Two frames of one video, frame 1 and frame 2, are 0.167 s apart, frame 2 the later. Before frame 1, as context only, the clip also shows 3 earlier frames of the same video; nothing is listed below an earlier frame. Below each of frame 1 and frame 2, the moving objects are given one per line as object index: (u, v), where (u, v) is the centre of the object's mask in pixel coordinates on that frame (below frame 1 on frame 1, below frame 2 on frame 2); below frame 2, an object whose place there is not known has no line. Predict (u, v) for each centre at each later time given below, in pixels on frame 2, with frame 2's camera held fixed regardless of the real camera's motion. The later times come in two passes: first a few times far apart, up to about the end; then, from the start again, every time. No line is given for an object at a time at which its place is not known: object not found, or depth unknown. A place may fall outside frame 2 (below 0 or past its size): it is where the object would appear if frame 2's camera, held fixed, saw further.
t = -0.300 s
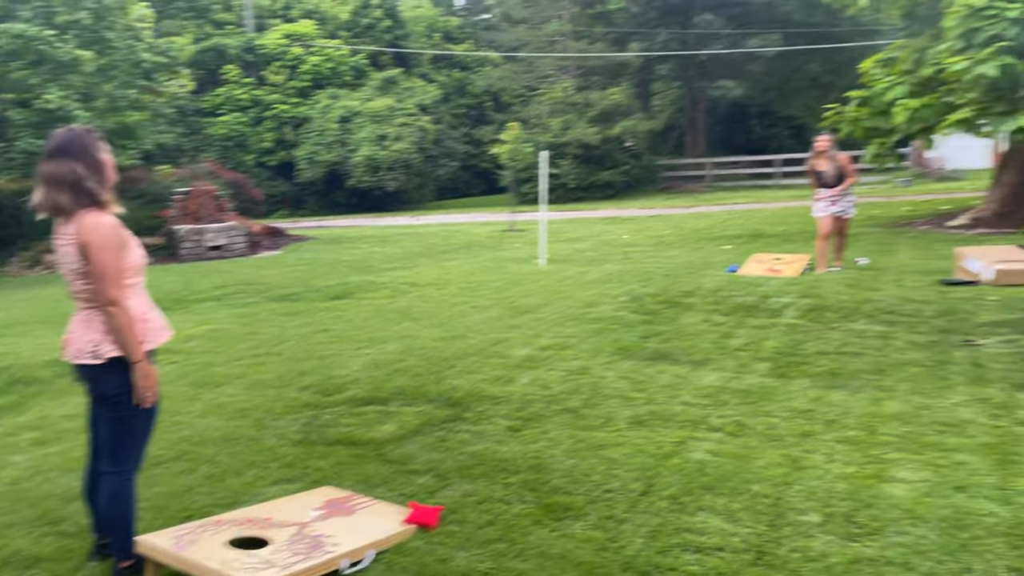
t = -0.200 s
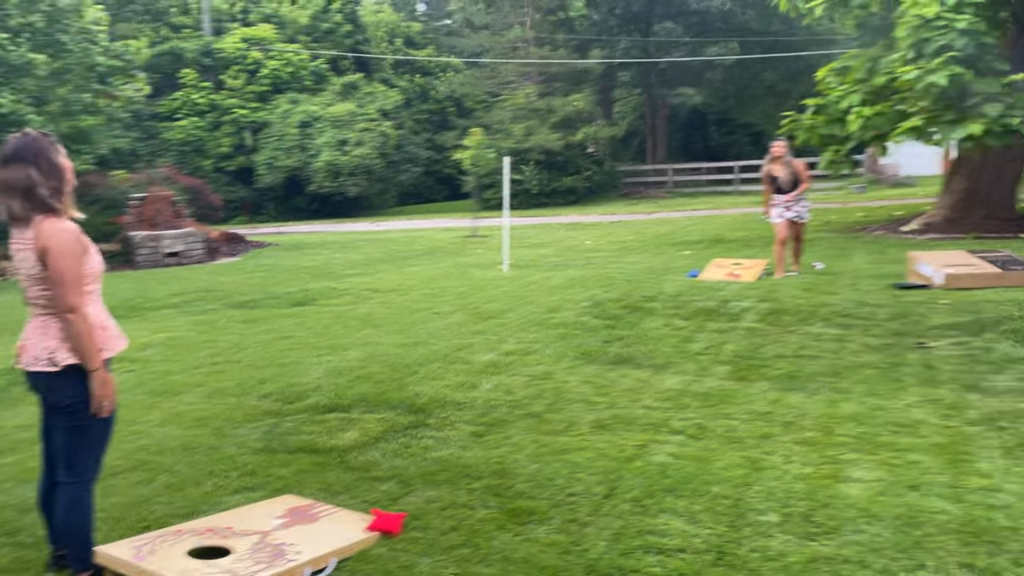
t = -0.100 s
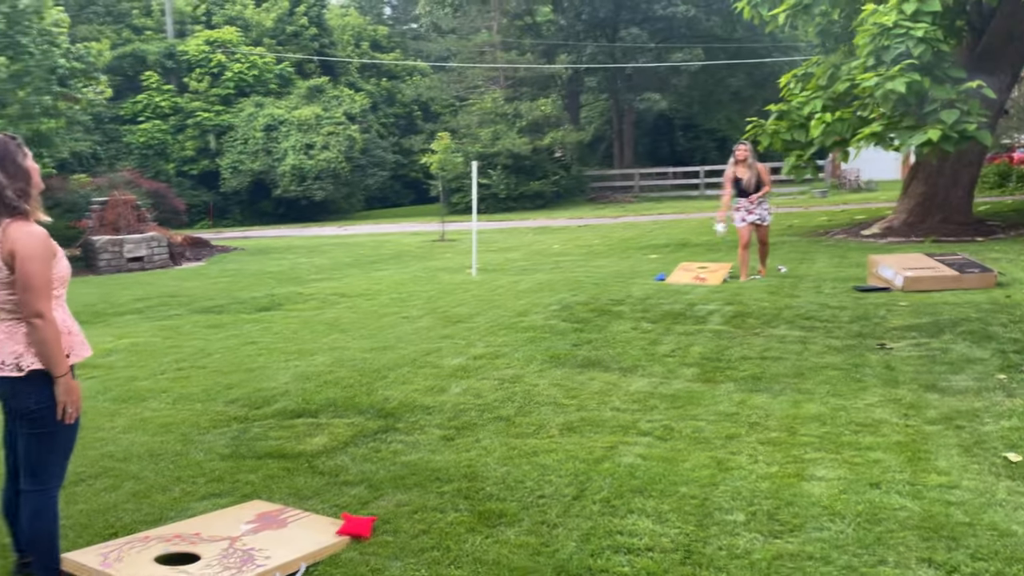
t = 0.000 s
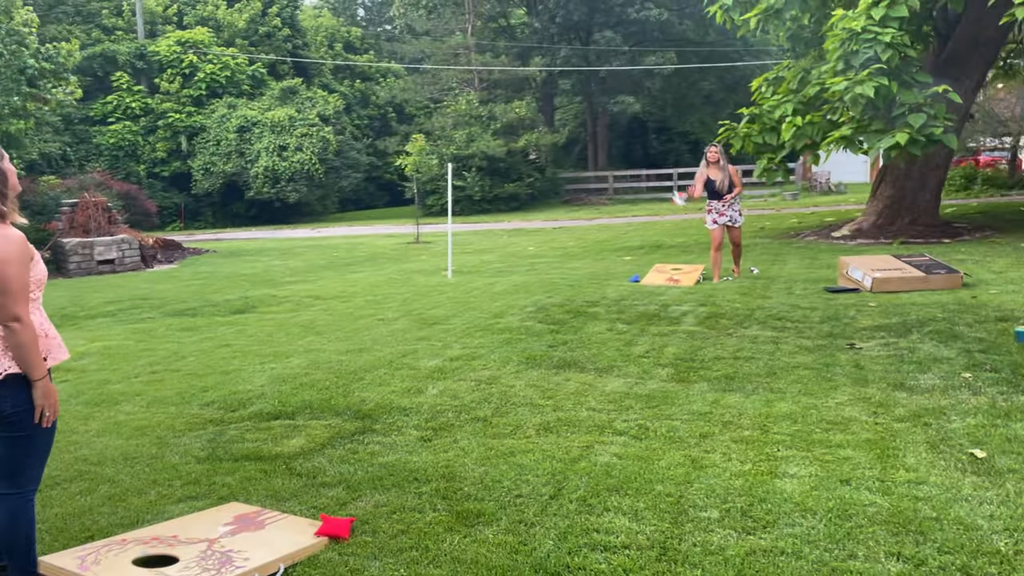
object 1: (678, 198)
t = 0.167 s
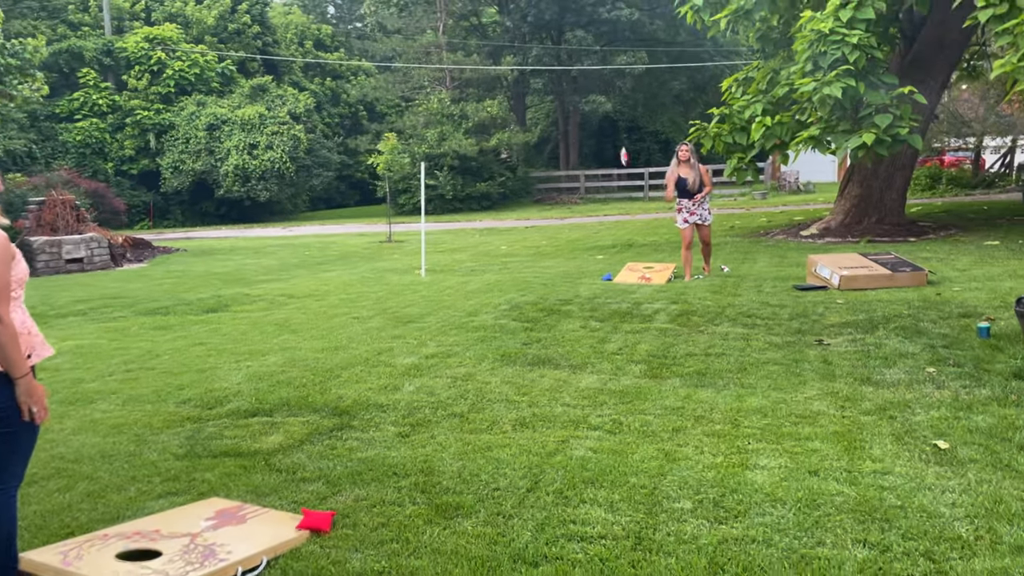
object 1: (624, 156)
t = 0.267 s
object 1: (607, 141)
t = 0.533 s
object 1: (546, 156)
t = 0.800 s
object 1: (453, 307)
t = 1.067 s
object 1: (356, 456)
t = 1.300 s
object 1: (302, 497)
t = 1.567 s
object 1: (287, 500)
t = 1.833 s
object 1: (287, 500)
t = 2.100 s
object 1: (287, 500)
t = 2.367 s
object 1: (286, 500)
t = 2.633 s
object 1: (286, 500)
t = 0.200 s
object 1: (618, 150)
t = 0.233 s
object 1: (612, 145)
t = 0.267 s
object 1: (607, 141)
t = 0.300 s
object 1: (600, 138)
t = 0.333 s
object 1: (593, 136)
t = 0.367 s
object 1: (586, 135)
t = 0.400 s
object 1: (579, 136)
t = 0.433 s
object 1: (571, 138)
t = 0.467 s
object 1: (563, 142)
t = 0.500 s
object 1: (555, 148)
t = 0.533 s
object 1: (546, 156)
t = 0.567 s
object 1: (536, 165)
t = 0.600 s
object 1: (526, 176)
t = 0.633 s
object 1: (515, 190)
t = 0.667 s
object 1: (505, 206)
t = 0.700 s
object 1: (495, 229)
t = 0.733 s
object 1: (482, 250)
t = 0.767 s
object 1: (468, 276)
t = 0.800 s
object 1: (453, 307)
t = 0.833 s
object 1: (438, 341)
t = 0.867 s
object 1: (421, 380)
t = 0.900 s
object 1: (403, 427)
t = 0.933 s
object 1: (388, 460)
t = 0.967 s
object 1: (379, 458)
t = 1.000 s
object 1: (370, 455)
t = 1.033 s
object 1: (364, 455)
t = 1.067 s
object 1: (356, 456)
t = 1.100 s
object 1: (349, 457)
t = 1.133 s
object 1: (341, 463)
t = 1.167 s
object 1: (333, 472)
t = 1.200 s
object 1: (326, 480)
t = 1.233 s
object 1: (318, 488)
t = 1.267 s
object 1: (309, 493)
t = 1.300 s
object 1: (302, 497)
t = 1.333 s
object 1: (296, 496)
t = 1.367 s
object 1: (294, 495)
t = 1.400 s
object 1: (292, 495)
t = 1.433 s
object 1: (290, 495)
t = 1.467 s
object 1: (289, 497)
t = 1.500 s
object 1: (288, 498)
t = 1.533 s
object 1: (287, 500)
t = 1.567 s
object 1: (287, 500)
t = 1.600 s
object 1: (287, 500)
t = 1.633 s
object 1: (287, 500)
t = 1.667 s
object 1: (287, 500)
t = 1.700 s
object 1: (287, 500)
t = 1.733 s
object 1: (287, 500)
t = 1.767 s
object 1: (287, 500)
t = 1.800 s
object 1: (287, 500)
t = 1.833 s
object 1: (287, 500)
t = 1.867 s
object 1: (287, 500)
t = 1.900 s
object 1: (287, 500)
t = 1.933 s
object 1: (287, 500)
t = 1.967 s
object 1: (287, 500)
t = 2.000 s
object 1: (287, 500)
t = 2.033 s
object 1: (287, 500)
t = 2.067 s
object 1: (286, 500)
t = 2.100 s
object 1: (287, 500)
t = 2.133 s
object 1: (287, 500)
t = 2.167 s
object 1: (287, 500)
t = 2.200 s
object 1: (287, 500)
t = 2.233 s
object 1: (287, 500)
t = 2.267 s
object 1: (287, 500)
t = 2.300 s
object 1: (287, 500)
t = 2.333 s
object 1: (286, 500)
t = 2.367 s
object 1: (286, 500)
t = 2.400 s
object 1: (287, 500)
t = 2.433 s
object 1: (287, 500)
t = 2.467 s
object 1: (287, 500)
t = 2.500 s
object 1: (287, 500)
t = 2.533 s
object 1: (287, 500)
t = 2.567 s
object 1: (286, 500)
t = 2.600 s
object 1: (286, 500)
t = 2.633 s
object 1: (286, 500)
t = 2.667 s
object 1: (286, 500)
